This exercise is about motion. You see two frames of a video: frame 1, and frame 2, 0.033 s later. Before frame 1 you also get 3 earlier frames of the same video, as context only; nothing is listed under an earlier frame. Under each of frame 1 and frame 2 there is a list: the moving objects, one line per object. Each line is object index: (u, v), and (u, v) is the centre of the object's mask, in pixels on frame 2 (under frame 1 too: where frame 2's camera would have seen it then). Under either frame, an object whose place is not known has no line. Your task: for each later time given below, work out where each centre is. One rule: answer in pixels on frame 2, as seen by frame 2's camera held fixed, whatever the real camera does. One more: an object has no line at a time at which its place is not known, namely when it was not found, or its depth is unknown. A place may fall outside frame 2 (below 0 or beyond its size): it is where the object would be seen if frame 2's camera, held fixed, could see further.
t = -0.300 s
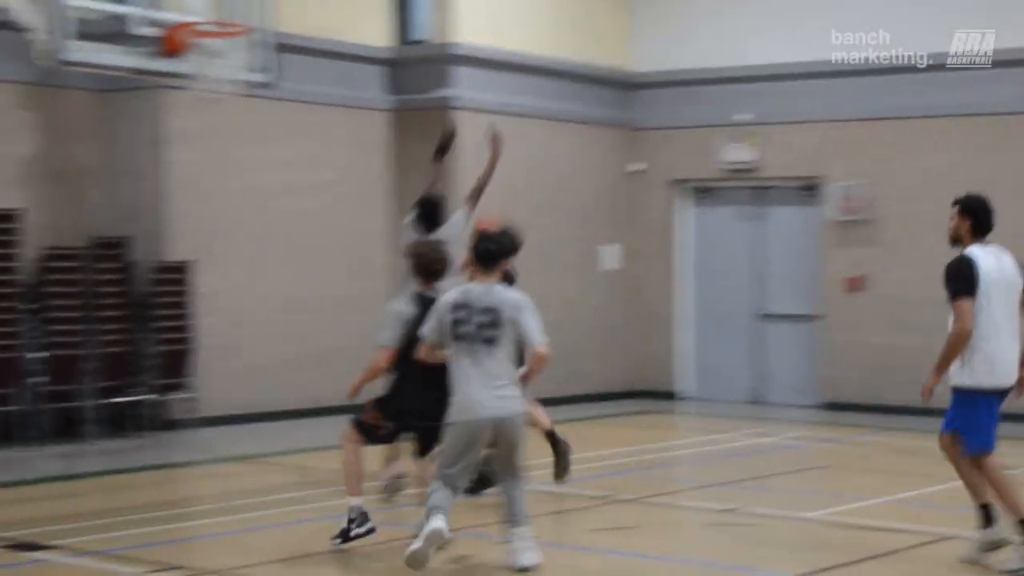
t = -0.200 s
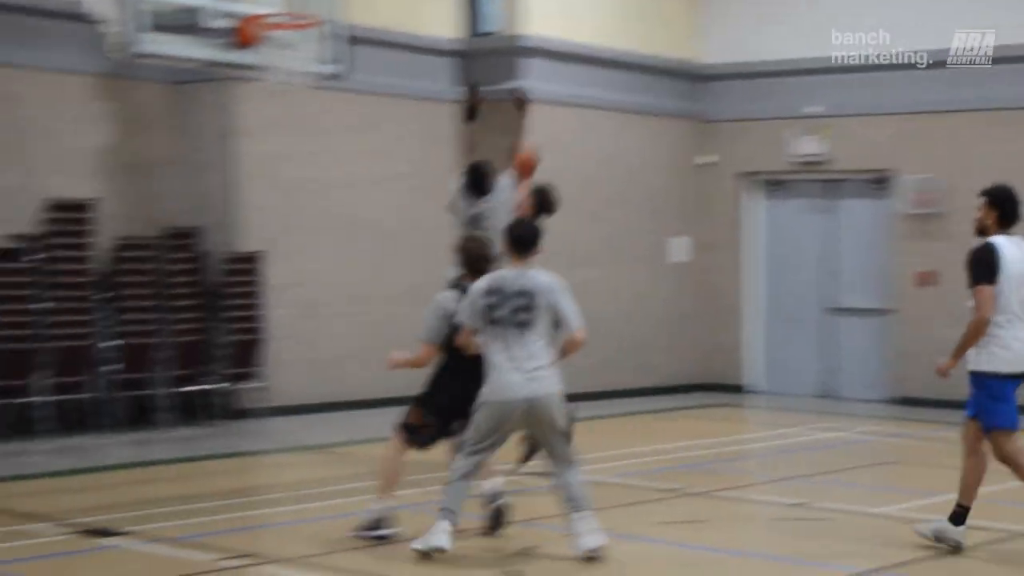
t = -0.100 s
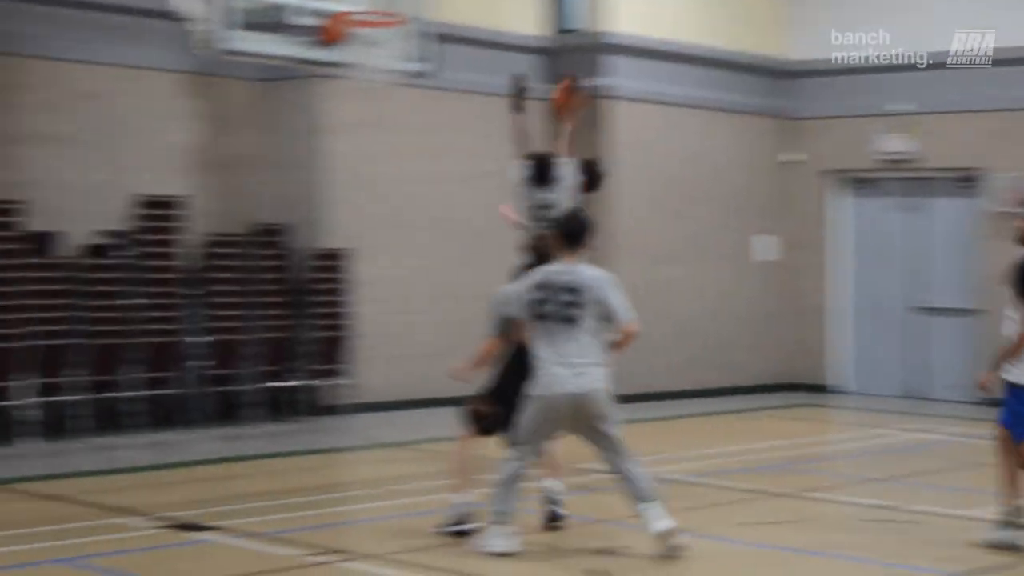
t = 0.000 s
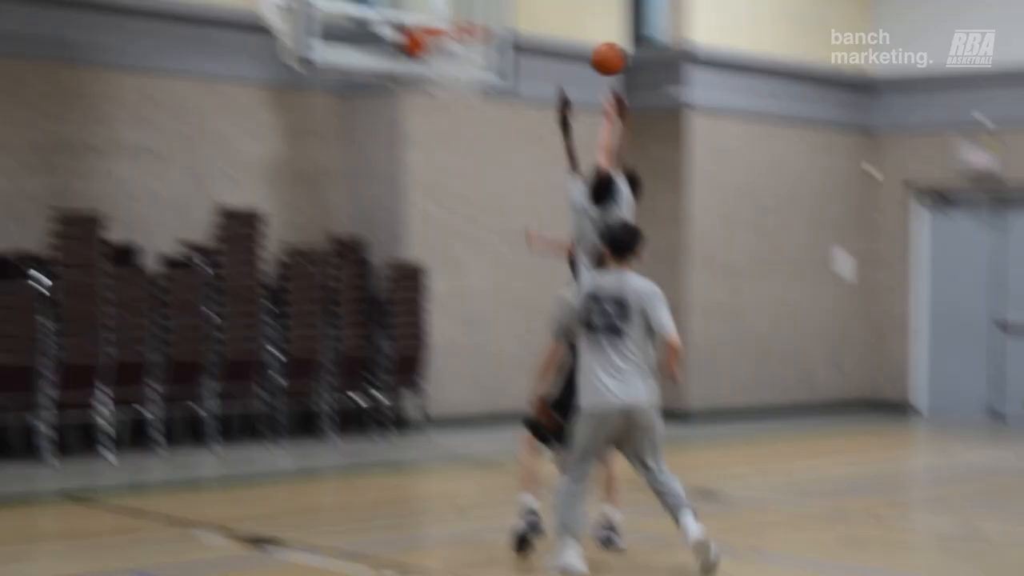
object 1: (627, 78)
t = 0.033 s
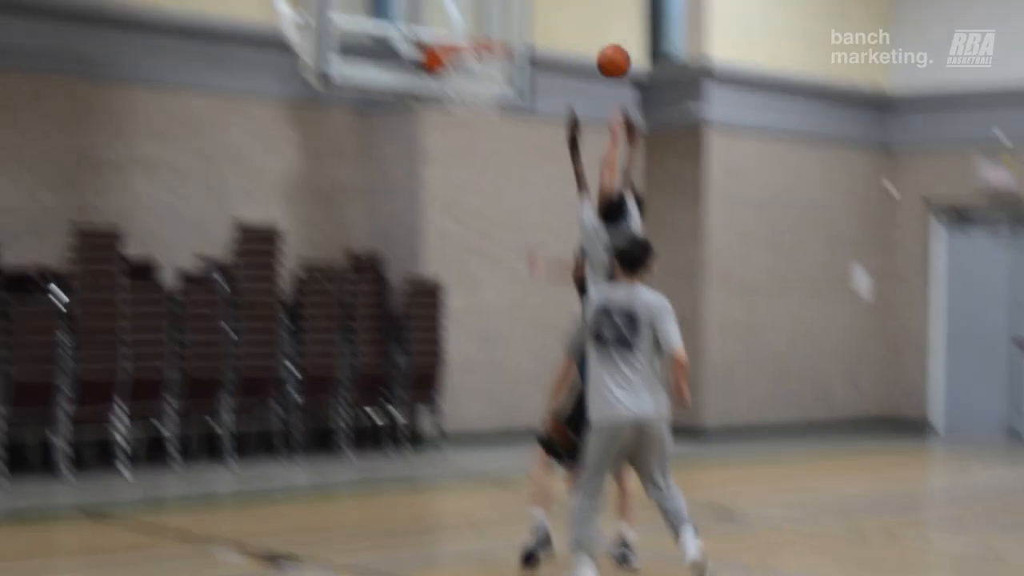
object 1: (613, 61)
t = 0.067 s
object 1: (600, 46)
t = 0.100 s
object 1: (589, 38)
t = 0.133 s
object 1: (576, 27)
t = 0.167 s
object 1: (563, 16)
